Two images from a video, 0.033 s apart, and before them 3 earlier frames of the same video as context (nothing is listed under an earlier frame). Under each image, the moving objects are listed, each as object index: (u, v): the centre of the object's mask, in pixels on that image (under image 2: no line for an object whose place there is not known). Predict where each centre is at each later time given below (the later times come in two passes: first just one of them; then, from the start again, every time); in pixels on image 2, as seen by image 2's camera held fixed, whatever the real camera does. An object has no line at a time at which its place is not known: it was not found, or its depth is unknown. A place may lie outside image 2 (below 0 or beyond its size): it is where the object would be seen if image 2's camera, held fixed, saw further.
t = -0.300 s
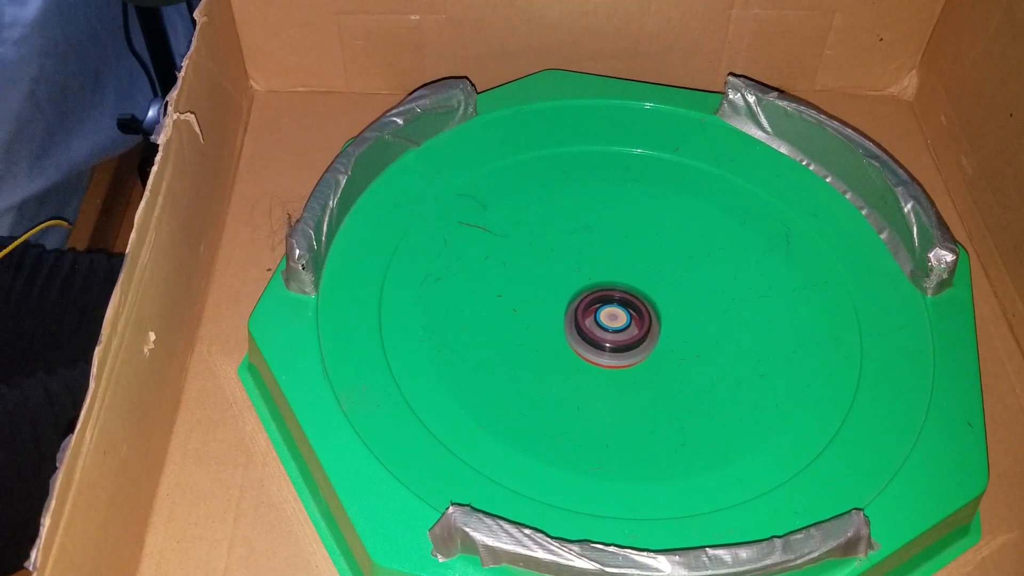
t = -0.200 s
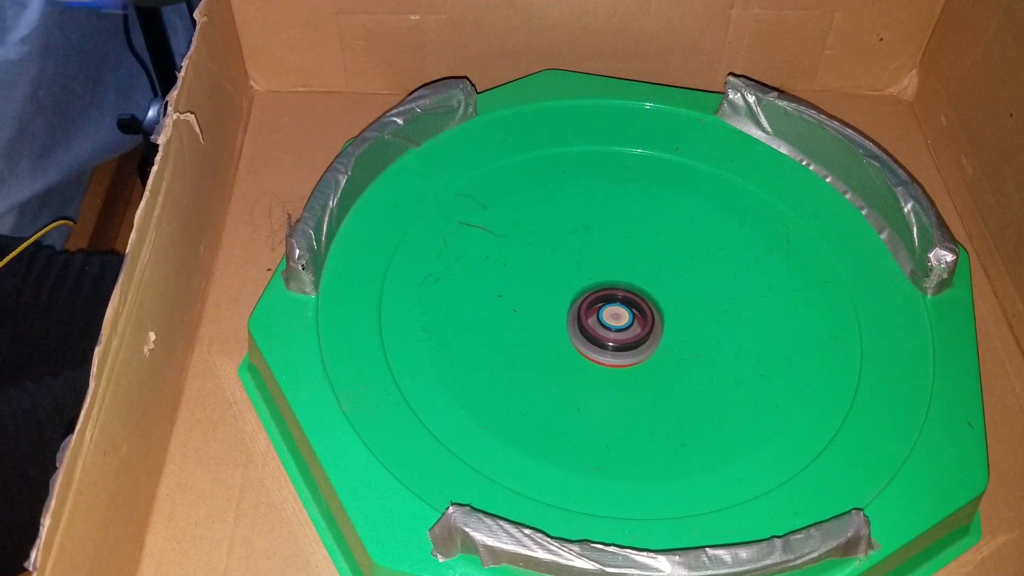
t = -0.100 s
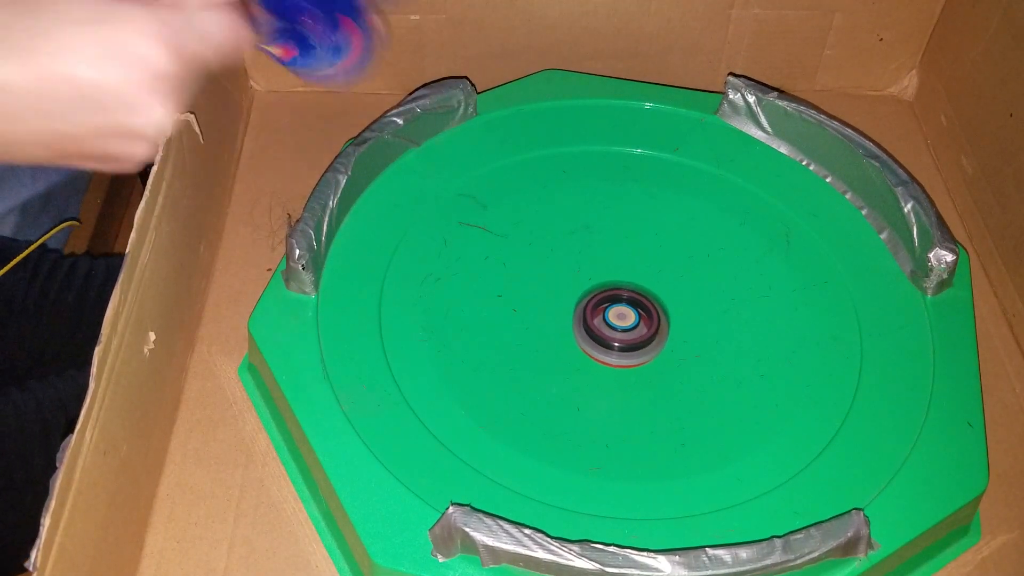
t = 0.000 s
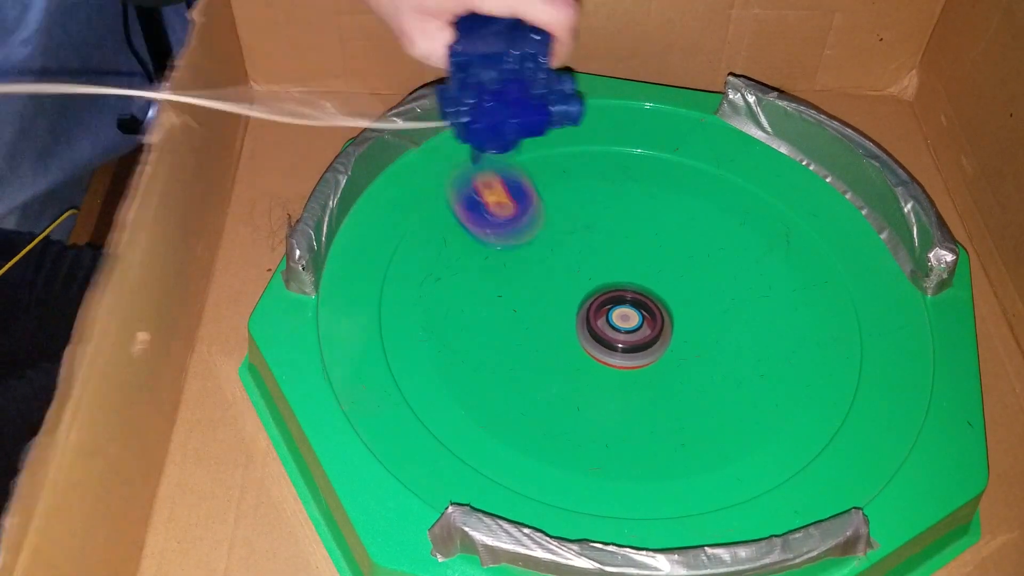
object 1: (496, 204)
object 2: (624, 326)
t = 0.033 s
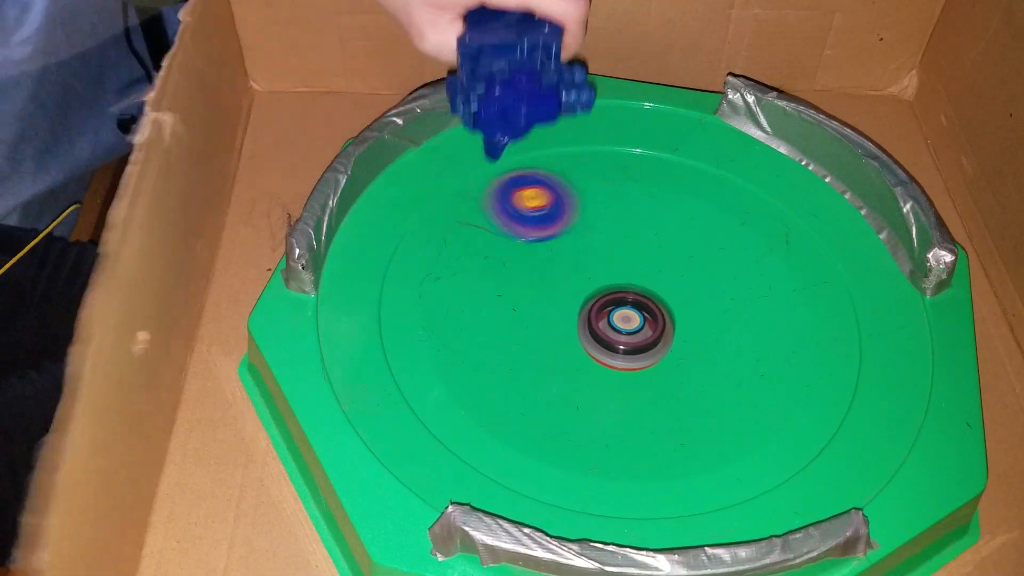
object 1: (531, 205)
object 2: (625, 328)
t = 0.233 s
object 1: (775, 175)
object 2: (589, 382)
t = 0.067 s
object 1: (569, 206)
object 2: (627, 328)
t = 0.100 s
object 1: (607, 221)
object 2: (628, 329)
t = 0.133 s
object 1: (644, 250)
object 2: (627, 332)
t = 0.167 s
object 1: (692, 228)
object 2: (612, 355)
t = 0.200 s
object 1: (735, 200)
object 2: (599, 372)
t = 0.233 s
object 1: (775, 175)
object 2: (589, 382)
